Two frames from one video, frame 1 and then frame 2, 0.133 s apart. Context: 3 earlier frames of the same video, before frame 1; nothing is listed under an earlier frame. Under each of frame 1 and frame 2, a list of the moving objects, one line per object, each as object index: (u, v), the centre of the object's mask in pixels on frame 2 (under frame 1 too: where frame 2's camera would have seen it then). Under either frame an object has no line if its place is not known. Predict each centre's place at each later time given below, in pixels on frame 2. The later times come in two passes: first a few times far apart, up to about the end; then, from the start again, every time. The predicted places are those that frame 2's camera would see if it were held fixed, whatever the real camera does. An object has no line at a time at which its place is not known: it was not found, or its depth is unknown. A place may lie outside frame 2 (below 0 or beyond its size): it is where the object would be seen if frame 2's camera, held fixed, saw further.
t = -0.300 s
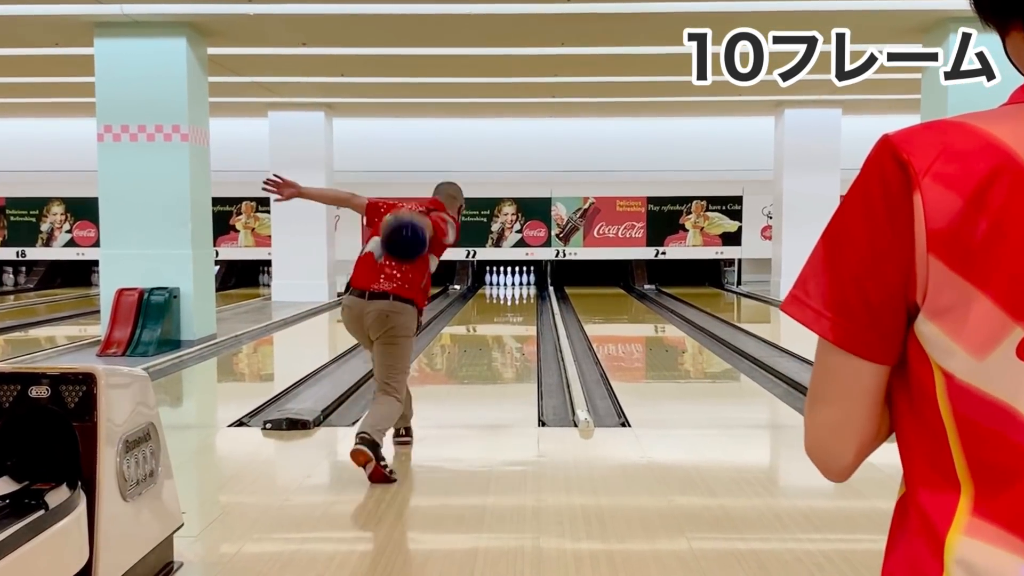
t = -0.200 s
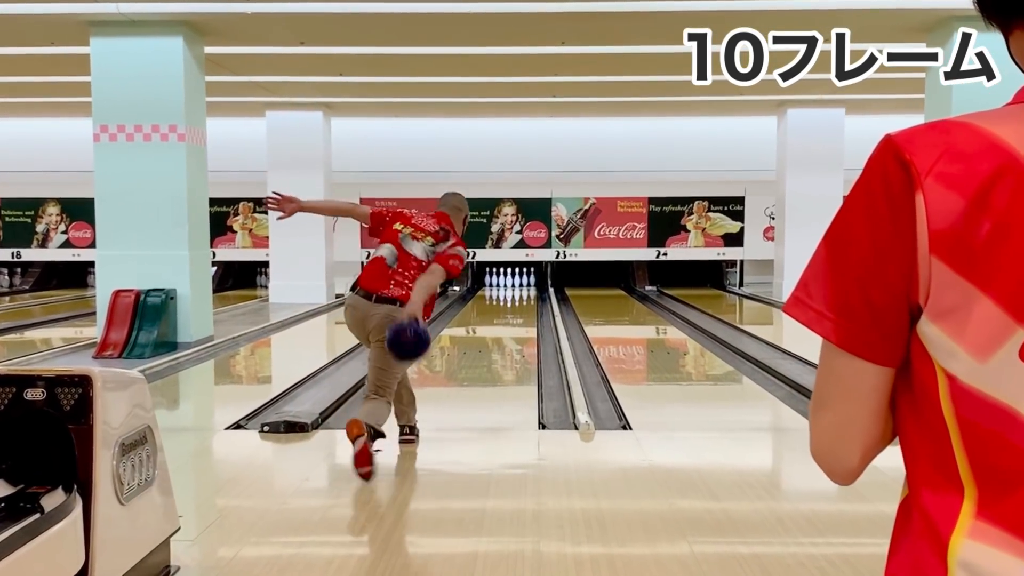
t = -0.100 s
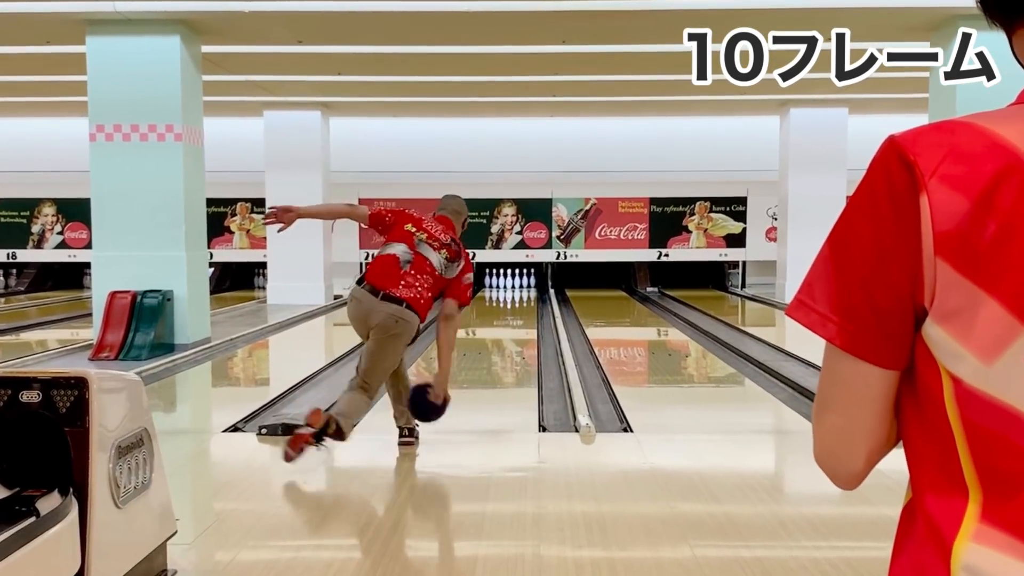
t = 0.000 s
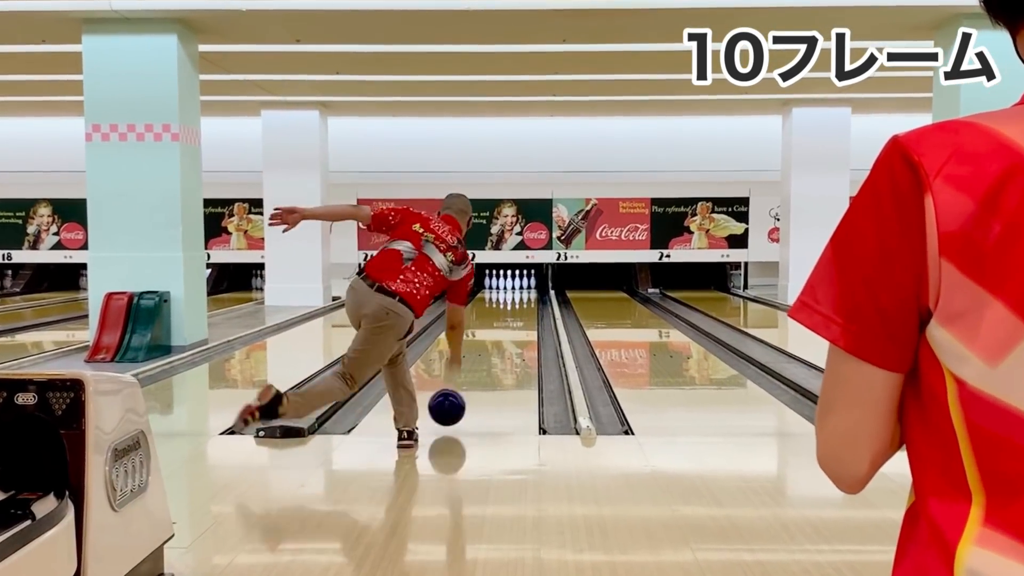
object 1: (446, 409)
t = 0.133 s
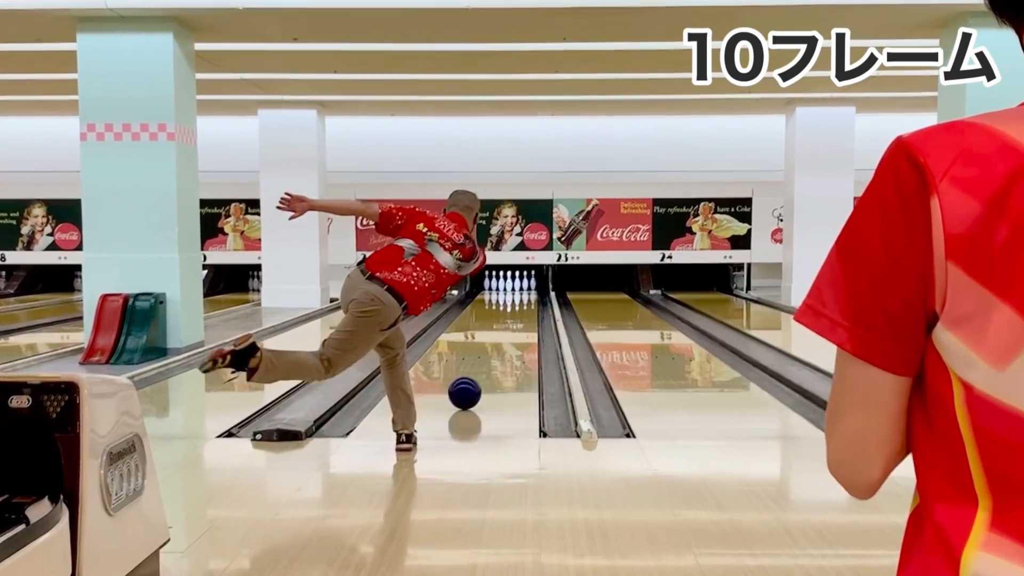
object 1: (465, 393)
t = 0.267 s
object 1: (479, 377)
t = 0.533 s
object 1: (500, 355)
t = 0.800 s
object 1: (514, 339)
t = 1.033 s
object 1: (522, 328)
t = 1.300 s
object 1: (528, 318)
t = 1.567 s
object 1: (530, 310)
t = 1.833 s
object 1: (529, 303)
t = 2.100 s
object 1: (524, 298)
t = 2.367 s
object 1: (515, 293)
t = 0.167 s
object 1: (469, 389)
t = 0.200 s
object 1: (472, 385)
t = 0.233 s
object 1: (476, 381)
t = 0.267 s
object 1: (479, 377)
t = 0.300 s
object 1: (482, 374)
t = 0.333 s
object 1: (485, 371)
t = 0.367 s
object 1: (488, 368)
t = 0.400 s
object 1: (491, 365)
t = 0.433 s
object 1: (493, 362)
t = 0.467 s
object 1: (496, 360)
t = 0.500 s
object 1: (498, 357)
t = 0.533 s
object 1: (500, 355)
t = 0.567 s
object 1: (502, 353)
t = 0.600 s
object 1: (504, 350)
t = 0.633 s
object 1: (506, 348)
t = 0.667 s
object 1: (508, 347)
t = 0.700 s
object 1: (510, 345)
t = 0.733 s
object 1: (511, 343)
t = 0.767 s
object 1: (513, 341)
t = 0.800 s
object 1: (514, 339)
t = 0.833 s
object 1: (516, 337)
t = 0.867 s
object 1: (517, 335)
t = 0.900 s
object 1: (518, 334)
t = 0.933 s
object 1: (519, 333)
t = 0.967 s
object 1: (520, 331)
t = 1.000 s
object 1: (521, 330)
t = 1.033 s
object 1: (522, 328)
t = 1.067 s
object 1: (523, 326)
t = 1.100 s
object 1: (524, 325)
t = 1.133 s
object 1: (524, 324)
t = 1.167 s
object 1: (525, 323)
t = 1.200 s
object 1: (526, 321)
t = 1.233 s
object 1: (526, 320)
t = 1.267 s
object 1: (527, 319)
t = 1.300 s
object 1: (528, 318)
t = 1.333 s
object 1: (528, 317)
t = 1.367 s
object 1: (528, 316)
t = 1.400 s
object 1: (529, 315)
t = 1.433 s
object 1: (529, 313)
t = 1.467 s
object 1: (529, 313)
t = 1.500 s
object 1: (529, 311)
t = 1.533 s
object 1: (530, 311)
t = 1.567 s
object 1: (530, 310)
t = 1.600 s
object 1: (530, 309)
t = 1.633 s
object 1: (530, 308)
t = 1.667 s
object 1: (530, 307)
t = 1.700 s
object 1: (530, 307)
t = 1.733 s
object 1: (530, 306)
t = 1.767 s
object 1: (530, 305)
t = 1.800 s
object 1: (530, 304)
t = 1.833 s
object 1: (529, 303)
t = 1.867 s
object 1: (529, 303)
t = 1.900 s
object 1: (529, 302)
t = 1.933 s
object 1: (528, 302)
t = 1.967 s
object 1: (528, 301)
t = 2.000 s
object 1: (527, 300)
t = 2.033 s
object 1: (526, 300)
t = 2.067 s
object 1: (525, 299)
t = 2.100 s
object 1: (524, 298)
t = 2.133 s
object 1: (523, 298)
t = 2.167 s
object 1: (522, 297)
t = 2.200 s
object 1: (520, 296)
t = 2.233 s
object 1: (519, 296)
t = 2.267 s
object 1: (518, 296)
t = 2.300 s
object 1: (517, 295)
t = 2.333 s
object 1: (516, 295)
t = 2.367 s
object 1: (515, 293)
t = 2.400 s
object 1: (514, 293)
